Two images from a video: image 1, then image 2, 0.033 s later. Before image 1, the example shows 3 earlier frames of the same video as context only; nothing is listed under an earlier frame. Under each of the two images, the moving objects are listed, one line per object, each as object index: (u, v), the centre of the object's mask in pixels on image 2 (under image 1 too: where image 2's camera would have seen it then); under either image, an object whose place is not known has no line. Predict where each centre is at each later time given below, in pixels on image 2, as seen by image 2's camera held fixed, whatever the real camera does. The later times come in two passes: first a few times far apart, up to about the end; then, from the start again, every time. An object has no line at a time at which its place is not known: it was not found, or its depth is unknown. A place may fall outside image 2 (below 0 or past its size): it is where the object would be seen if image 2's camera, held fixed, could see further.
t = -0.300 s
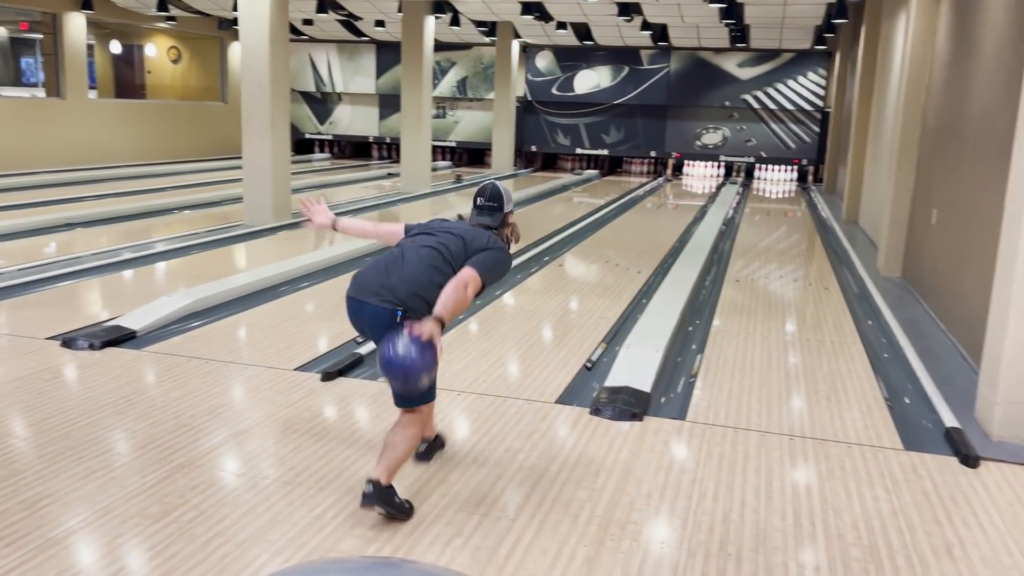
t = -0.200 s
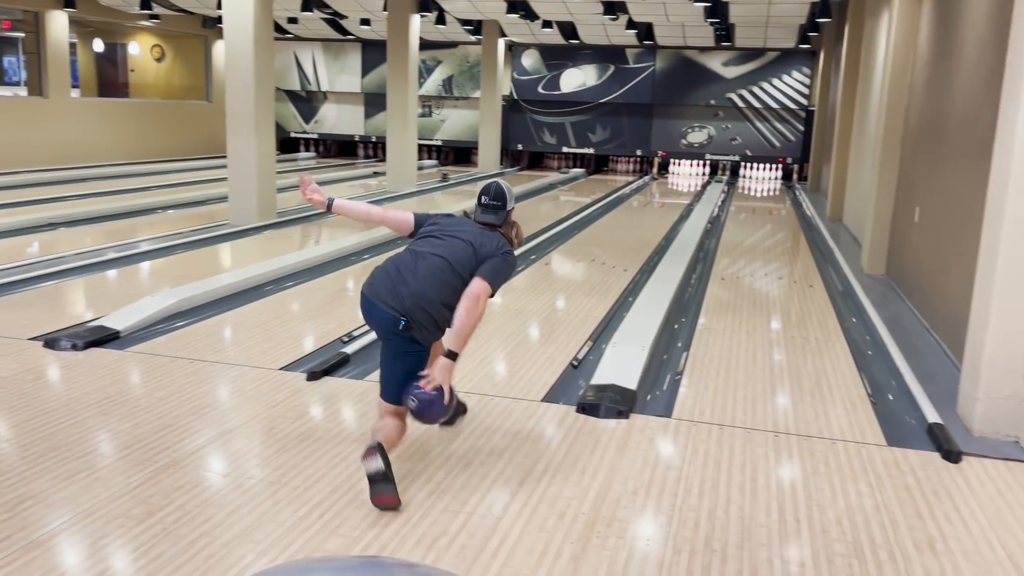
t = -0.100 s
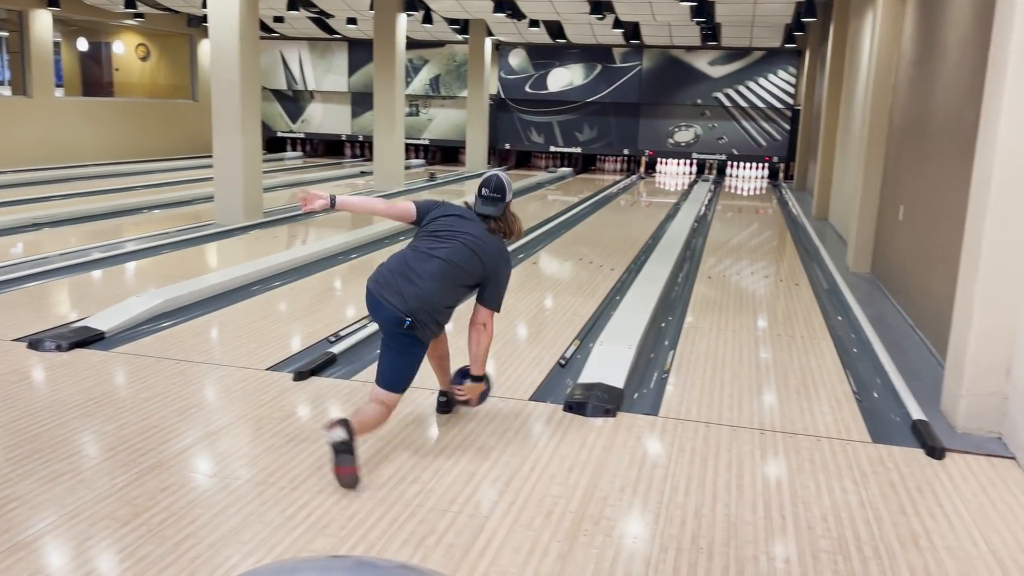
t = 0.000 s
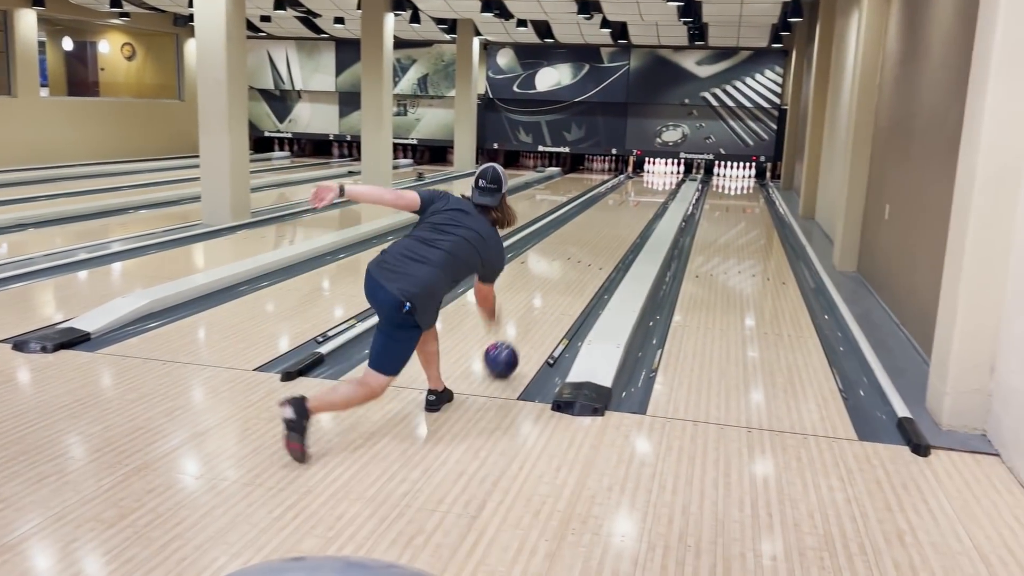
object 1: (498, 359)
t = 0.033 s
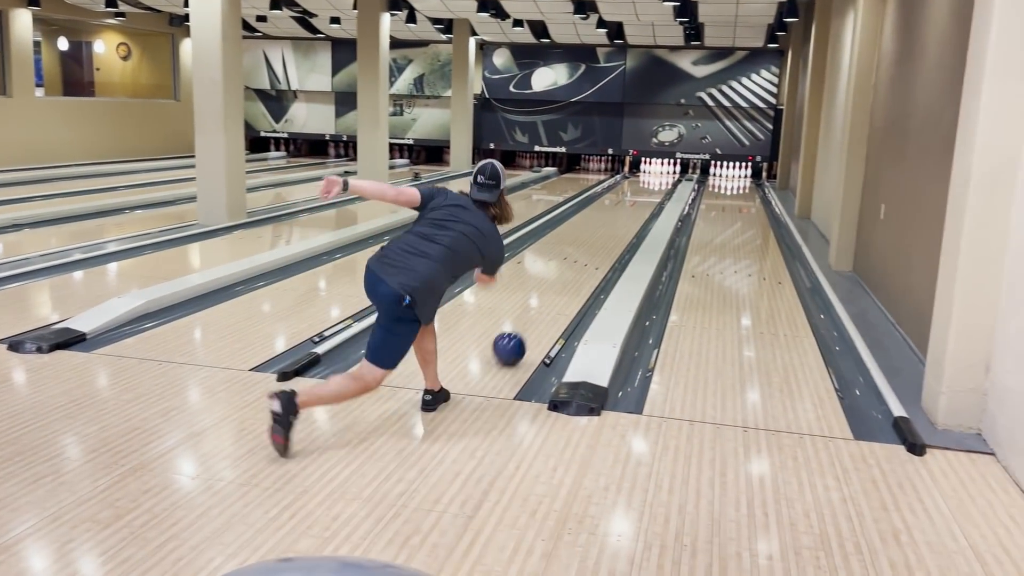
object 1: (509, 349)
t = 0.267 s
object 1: (565, 291)
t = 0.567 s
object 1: (606, 250)
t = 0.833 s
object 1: (627, 226)
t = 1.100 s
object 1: (642, 210)
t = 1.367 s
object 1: (653, 197)
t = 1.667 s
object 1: (661, 187)
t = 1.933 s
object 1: (665, 180)
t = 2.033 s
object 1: (665, 178)
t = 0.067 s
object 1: (519, 338)
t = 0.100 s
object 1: (529, 329)
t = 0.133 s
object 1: (537, 320)
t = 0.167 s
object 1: (545, 312)
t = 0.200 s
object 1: (552, 305)
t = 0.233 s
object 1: (559, 298)
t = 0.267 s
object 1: (565, 291)
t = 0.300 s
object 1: (571, 285)
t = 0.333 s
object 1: (576, 280)
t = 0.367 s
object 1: (581, 274)
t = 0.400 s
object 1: (586, 270)
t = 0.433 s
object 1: (591, 265)
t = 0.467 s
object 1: (595, 261)
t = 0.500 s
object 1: (599, 257)
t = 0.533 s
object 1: (602, 253)
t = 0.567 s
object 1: (606, 250)
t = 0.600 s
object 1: (609, 246)
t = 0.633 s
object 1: (612, 243)
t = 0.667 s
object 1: (615, 240)
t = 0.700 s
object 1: (618, 237)
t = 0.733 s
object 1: (620, 234)
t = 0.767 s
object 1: (623, 231)
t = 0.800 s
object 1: (625, 229)
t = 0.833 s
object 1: (627, 226)
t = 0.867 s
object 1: (629, 224)
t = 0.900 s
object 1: (632, 221)
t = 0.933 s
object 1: (634, 219)
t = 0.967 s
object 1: (636, 217)
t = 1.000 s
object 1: (638, 215)
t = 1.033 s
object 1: (639, 213)
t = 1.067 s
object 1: (641, 211)
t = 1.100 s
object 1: (642, 210)
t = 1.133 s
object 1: (644, 208)
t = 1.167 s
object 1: (645, 206)
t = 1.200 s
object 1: (647, 205)
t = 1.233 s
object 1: (648, 203)
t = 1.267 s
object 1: (650, 201)
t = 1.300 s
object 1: (651, 200)
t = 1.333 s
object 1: (652, 199)
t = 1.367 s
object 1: (653, 197)
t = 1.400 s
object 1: (654, 196)
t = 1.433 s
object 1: (655, 195)
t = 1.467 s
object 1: (656, 194)
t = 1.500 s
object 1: (657, 193)
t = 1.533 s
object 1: (658, 192)
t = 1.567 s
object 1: (659, 190)
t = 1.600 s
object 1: (660, 189)
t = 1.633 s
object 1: (660, 188)
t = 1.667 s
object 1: (661, 187)
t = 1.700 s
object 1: (662, 186)
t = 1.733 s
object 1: (662, 186)
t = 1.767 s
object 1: (663, 185)
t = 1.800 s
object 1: (663, 184)
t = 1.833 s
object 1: (663, 183)
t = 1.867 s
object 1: (664, 182)
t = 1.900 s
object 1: (664, 181)
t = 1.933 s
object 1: (665, 180)
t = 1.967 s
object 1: (665, 180)
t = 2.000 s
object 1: (665, 179)
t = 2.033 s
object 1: (665, 178)
